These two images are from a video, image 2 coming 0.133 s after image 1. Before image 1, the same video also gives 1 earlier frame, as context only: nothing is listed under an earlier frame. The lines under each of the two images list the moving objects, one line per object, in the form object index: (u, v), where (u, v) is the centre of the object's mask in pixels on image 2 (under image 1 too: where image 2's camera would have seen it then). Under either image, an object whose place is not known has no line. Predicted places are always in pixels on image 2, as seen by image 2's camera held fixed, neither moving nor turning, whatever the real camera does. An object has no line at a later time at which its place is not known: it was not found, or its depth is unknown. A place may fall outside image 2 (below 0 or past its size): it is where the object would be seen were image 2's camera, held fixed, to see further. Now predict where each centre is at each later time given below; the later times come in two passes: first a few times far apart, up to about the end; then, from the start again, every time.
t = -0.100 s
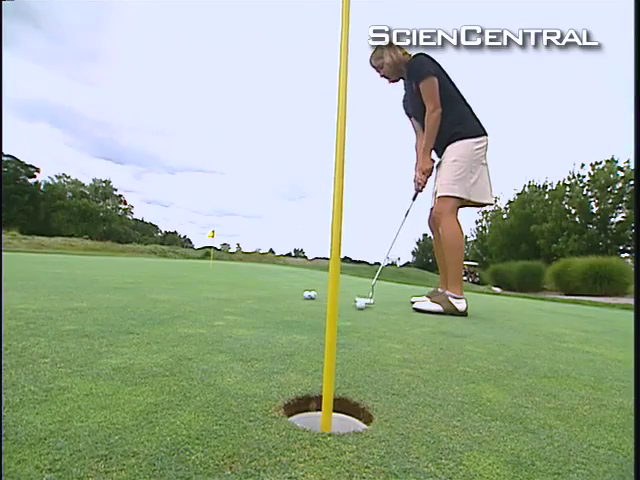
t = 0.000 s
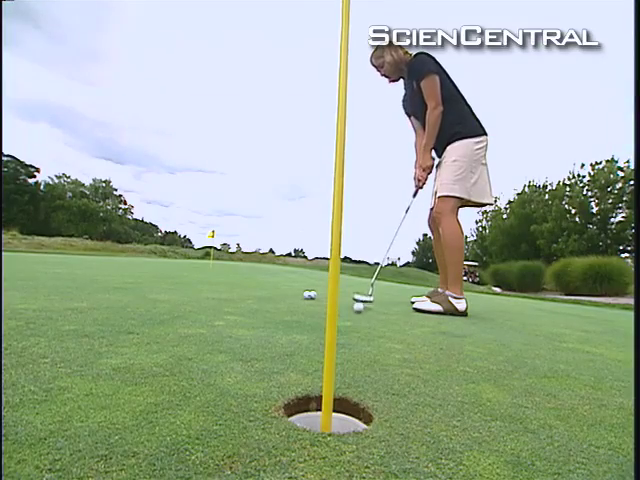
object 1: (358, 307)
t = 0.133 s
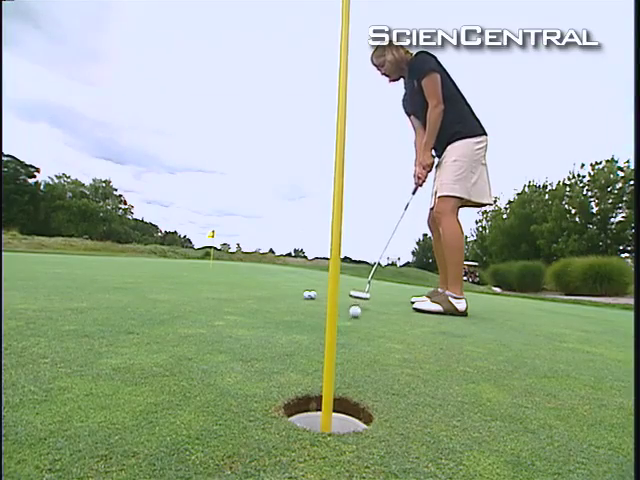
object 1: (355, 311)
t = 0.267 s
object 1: (352, 317)
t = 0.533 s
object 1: (347, 333)
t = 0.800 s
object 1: (344, 361)
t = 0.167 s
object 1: (354, 312)
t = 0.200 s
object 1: (353, 314)
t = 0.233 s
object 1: (352, 315)
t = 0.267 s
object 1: (352, 317)
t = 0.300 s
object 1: (351, 319)
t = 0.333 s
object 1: (350, 320)
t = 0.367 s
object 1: (350, 322)
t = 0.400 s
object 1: (349, 324)
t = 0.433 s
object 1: (348, 326)
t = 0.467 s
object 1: (348, 328)
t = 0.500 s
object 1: (347, 330)
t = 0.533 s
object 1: (347, 333)
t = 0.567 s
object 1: (346, 336)
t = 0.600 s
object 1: (345, 339)
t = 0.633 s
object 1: (345, 342)
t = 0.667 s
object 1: (345, 345)
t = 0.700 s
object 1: (345, 349)
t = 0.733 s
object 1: (344, 353)
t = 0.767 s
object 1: (344, 357)
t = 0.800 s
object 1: (344, 361)
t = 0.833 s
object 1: (344, 367)
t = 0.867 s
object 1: (344, 372)
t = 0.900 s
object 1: (344, 380)
